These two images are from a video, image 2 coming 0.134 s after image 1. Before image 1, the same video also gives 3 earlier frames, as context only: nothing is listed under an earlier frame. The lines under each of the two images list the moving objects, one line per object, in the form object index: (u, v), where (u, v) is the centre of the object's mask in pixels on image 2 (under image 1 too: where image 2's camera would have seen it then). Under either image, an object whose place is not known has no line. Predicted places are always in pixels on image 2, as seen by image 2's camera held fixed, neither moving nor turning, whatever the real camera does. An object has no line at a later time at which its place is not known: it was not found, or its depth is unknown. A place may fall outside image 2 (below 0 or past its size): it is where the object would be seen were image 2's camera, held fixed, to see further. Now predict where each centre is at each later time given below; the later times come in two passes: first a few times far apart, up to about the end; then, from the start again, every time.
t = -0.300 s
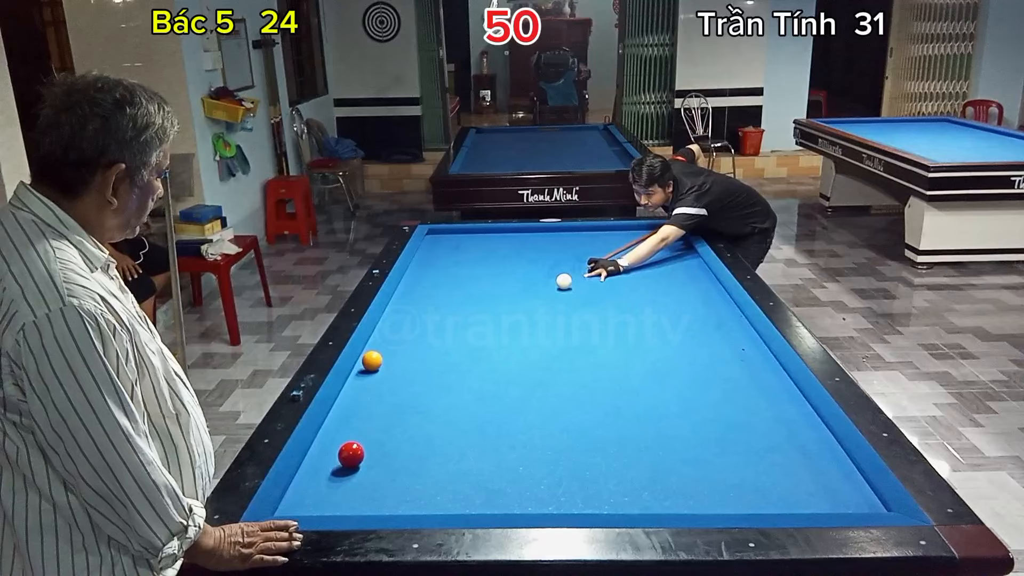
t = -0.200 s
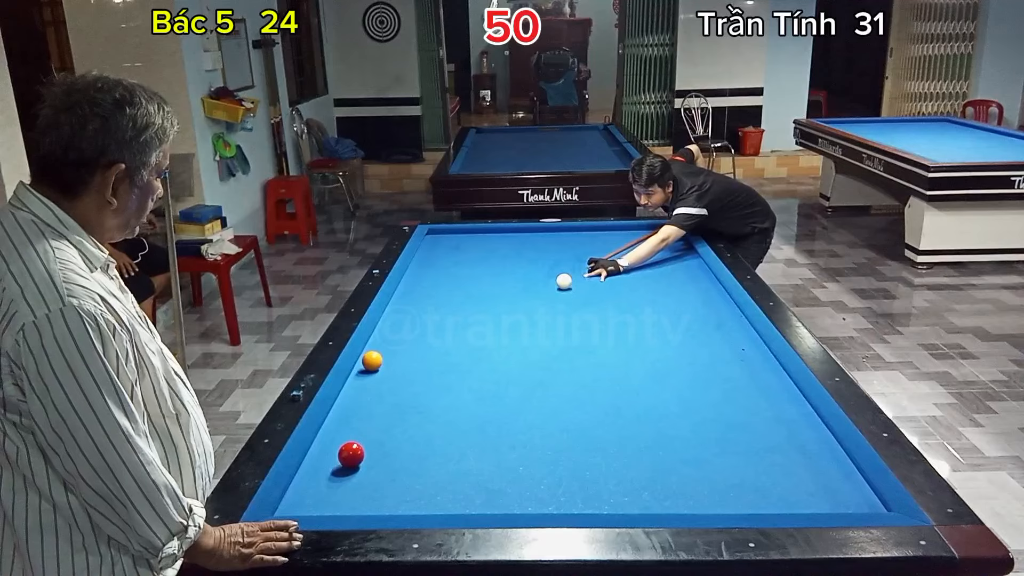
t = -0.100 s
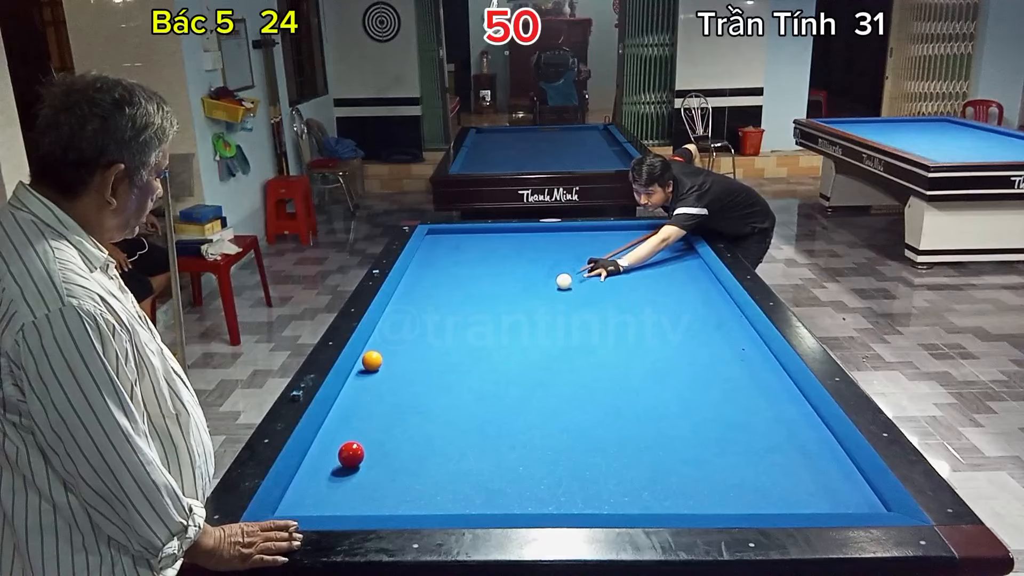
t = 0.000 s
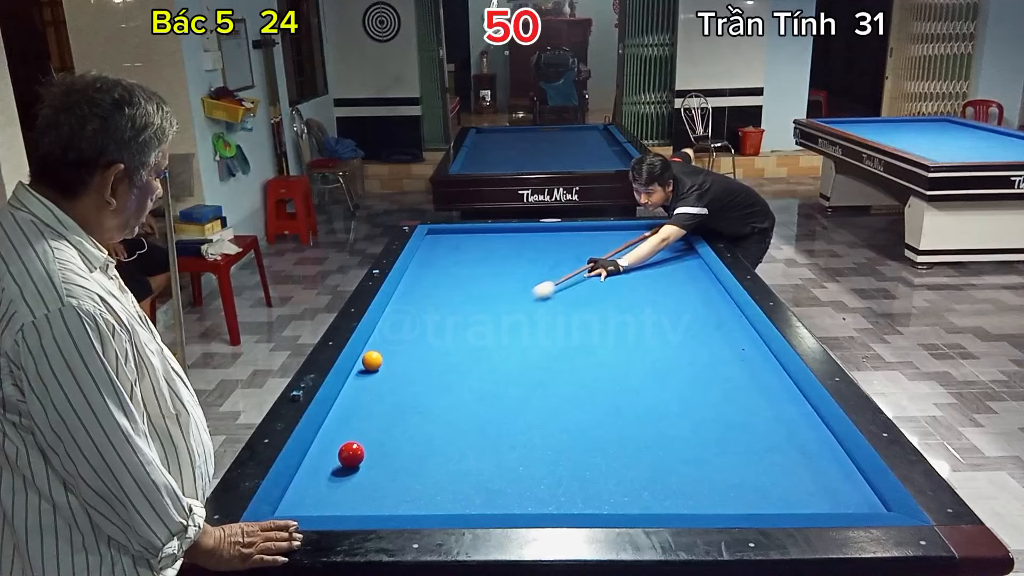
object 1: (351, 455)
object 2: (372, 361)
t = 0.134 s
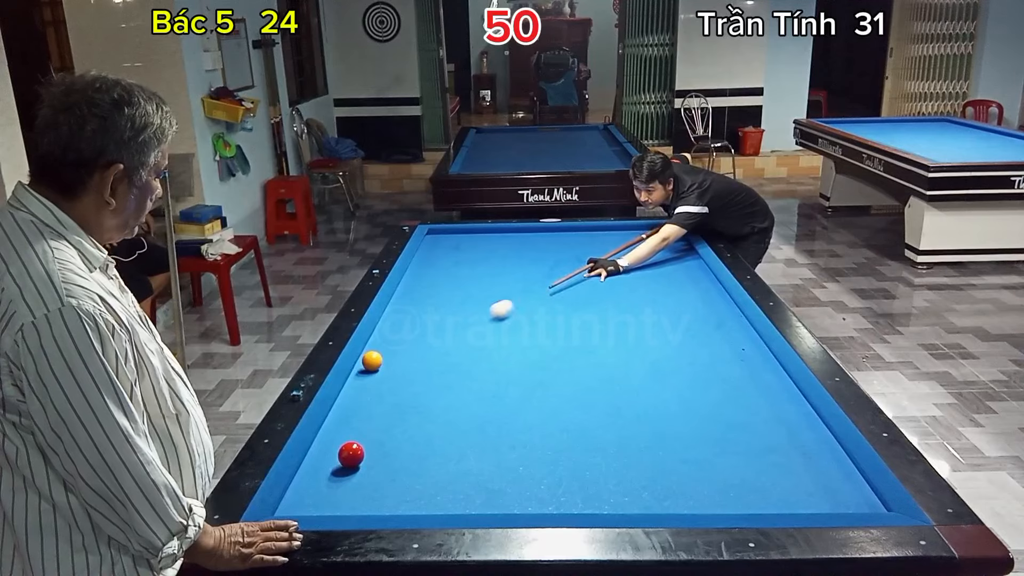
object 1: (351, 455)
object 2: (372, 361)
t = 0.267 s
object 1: (351, 455)
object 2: (372, 361)
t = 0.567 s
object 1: (351, 455)
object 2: (397, 364)
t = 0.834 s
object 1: (353, 456)
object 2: (455, 368)
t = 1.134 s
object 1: (387, 491)
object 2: (523, 374)
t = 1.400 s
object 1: (418, 501)
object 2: (584, 379)
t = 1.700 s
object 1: (447, 483)
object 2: (654, 385)
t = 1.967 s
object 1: (471, 468)
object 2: (717, 391)
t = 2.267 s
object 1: (501, 453)
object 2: (790, 397)
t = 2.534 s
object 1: (525, 441)
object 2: (763, 400)
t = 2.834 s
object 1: (549, 430)
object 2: (724, 403)
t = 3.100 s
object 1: (569, 420)
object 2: (691, 405)
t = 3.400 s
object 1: (588, 411)
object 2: (654, 407)
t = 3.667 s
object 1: (602, 402)
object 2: (622, 410)
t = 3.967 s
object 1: (617, 394)
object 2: (589, 413)
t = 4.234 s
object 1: (628, 387)
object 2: (561, 415)
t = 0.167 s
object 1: (351, 455)
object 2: (372, 361)
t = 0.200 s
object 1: (351, 455)
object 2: (372, 361)
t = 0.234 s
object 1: (351, 455)
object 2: (372, 361)
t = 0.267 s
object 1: (351, 455)
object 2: (372, 361)
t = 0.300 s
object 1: (351, 455)
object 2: (372, 361)
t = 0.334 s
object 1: (351, 455)
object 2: (372, 361)
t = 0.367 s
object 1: (351, 455)
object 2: (372, 361)
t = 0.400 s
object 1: (351, 455)
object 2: (372, 361)
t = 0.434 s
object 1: (351, 455)
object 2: (367, 361)
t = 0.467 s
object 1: (351, 455)
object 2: (373, 361)
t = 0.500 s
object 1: (351, 455)
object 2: (380, 360)
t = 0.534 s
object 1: (351, 455)
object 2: (390, 361)
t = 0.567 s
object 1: (351, 455)
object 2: (397, 364)
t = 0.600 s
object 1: (351, 455)
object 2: (404, 364)
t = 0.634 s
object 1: (351, 455)
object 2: (411, 365)
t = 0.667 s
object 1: (351, 455)
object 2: (419, 365)
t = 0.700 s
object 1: (351, 455)
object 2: (426, 366)
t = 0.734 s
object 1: (351, 455)
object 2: (433, 367)
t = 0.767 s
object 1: (351, 455)
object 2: (441, 367)
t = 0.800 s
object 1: (351, 455)
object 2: (448, 368)
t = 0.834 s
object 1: (353, 456)
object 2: (455, 368)
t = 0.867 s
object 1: (357, 461)
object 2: (463, 369)
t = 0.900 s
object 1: (361, 465)
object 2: (470, 370)
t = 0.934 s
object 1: (365, 469)
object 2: (478, 370)
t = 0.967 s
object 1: (368, 472)
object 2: (485, 371)
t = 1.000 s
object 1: (372, 476)
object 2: (493, 372)
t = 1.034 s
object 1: (376, 480)
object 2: (500, 372)
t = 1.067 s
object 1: (379, 483)
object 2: (508, 372)
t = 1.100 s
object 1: (383, 487)
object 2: (515, 373)
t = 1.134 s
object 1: (387, 491)
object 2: (523, 374)
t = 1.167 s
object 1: (391, 495)
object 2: (530, 375)
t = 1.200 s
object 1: (395, 498)
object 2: (538, 376)
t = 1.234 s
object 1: (399, 501)
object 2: (545, 376)
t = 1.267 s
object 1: (403, 503)
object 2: (553, 377)
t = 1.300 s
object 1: (408, 505)
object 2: (560, 378)
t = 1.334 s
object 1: (411, 504)
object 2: (568, 378)
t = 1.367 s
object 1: (415, 502)
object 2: (576, 379)
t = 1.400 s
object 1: (418, 501)
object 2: (584, 379)
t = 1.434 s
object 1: (422, 500)
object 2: (591, 380)
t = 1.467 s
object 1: (425, 498)
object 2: (599, 381)
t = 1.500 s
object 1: (429, 496)
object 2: (607, 382)
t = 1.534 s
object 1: (432, 494)
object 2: (615, 382)
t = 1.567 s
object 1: (435, 491)
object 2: (622, 383)
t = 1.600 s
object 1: (438, 489)
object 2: (630, 383)
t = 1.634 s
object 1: (441, 487)
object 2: (638, 384)
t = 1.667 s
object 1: (444, 485)
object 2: (646, 385)
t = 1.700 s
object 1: (447, 483)
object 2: (654, 385)
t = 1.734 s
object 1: (450, 481)
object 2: (661, 386)
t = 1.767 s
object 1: (453, 479)
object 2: (669, 387)
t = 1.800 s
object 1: (456, 477)
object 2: (677, 388)
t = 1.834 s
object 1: (459, 475)
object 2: (685, 388)
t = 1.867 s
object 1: (462, 473)
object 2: (693, 389)
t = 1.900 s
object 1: (465, 471)
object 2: (701, 389)
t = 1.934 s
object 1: (468, 469)
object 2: (709, 390)
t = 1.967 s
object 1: (471, 468)
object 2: (717, 391)
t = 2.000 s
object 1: (475, 466)
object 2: (725, 392)
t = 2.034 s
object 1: (478, 464)
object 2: (733, 392)
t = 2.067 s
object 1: (481, 462)
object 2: (741, 393)
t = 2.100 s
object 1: (485, 461)
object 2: (749, 394)
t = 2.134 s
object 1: (488, 459)
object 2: (757, 395)
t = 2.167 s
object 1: (491, 457)
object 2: (765, 395)
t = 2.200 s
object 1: (494, 456)
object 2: (773, 396)
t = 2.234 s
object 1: (498, 454)
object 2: (781, 396)
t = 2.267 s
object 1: (501, 453)
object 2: (790, 397)
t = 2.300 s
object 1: (504, 451)
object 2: (795, 397)
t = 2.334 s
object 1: (507, 450)
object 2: (789, 398)
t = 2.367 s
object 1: (510, 448)
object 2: (785, 398)
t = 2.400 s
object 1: (513, 447)
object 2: (780, 399)
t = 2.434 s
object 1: (516, 445)
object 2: (776, 399)
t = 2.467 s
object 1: (519, 444)
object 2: (771, 400)
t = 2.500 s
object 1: (522, 442)
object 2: (767, 400)
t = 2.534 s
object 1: (525, 441)
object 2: (763, 400)
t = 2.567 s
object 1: (528, 440)
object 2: (759, 400)
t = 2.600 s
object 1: (530, 439)
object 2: (754, 401)
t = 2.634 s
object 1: (533, 437)
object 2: (750, 401)
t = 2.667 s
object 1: (536, 436)
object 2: (745, 402)
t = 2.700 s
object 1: (539, 435)
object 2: (741, 402)
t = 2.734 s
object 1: (541, 433)
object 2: (737, 402)
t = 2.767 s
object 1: (544, 432)
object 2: (732, 402)
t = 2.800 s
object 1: (546, 431)
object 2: (728, 403)
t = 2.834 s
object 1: (549, 430)
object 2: (724, 403)
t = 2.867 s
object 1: (552, 428)
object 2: (720, 403)
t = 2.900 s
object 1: (554, 427)
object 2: (715, 404)
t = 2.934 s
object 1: (557, 426)
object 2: (711, 404)
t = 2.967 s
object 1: (559, 425)
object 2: (707, 404)
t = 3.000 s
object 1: (561, 424)
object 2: (703, 405)
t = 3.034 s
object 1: (564, 422)
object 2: (699, 405)
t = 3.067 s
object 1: (566, 421)
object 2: (695, 405)
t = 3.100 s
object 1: (569, 420)
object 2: (691, 405)
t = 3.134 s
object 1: (571, 419)
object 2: (686, 405)
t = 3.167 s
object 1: (573, 418)
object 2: (682, 406)
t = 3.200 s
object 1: (575, 417)
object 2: (678, 406)
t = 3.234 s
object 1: (577, 416)
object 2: (674, 406)
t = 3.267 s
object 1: (580, 415)
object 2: (670, 406)
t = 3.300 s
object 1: (582, 414)
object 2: (666, 406)
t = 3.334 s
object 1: (584, 413)
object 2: (662, 407)
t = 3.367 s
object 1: (586, 412)
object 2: (657, 407)
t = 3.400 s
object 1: (588, 411)
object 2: (654, 407)
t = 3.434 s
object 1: (590, 410)
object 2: (649, 408)
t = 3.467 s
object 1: (592, 409)
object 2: (645, 408)
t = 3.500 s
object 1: (594, 408)
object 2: (641, 408)
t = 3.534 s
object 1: (596, 406)
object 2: (637, 409)
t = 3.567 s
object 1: (598, 406)
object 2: (634, 409)
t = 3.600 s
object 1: (599, 404)
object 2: (629, 409)
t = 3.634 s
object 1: (601, 404)
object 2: (626, 410)
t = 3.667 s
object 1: (602, 402)
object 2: (622, 410)
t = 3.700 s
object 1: (603, 400)
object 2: (618, 410)
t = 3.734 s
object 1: (604, 397)
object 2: (614, 410)
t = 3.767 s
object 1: (607, 395)
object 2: (611, 411)
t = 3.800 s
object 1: (610, 395)
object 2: (607, 412)
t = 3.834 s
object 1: (612, 396)
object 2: (604, 412)
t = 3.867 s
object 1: (613, 396)
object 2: (600, 412)
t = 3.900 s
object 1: (614, 396)
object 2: (597, 412)
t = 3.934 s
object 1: (615, 395)
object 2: (593, 412)
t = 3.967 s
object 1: (617, 394)
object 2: (589, 413)
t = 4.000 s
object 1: (618, 393)
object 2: (586, 413)
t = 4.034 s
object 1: (620, 392)
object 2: (582, 413)
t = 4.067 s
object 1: (621, 391)
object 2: (579, 414)
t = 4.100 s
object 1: (622, 391)
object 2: (575, 414)
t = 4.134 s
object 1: (624, 390)
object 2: (571, 414)
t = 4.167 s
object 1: (625, 389)
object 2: (568, 415)
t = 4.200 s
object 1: (626, 388)
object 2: (565, 415)
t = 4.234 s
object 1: (628, 387)
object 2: (561, 415)
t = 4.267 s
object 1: (629, 386)
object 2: (558, 416)
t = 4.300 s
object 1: (630, 386)
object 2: (554, 416)
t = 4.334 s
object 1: (632, 385)
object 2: (551, 417)
